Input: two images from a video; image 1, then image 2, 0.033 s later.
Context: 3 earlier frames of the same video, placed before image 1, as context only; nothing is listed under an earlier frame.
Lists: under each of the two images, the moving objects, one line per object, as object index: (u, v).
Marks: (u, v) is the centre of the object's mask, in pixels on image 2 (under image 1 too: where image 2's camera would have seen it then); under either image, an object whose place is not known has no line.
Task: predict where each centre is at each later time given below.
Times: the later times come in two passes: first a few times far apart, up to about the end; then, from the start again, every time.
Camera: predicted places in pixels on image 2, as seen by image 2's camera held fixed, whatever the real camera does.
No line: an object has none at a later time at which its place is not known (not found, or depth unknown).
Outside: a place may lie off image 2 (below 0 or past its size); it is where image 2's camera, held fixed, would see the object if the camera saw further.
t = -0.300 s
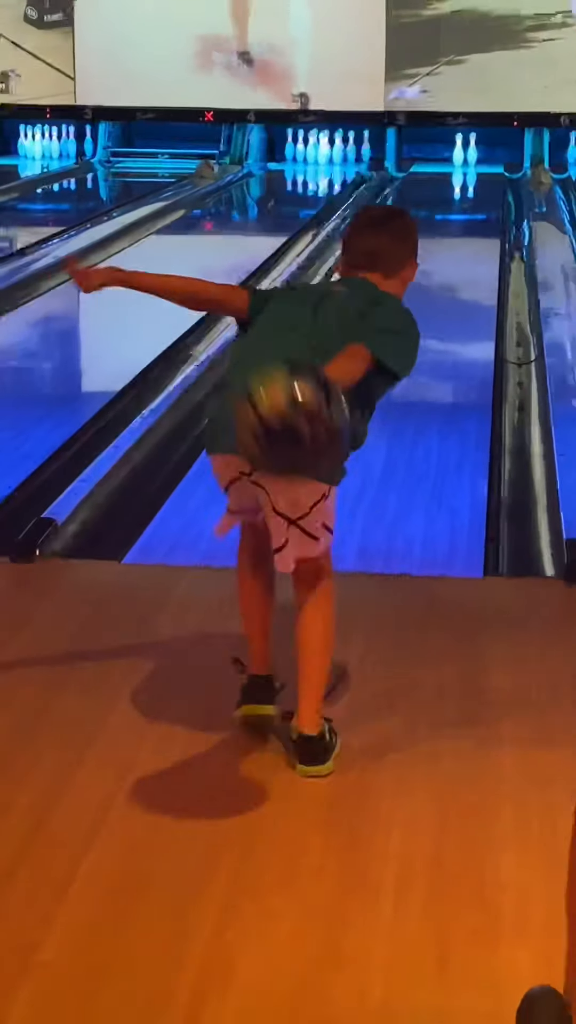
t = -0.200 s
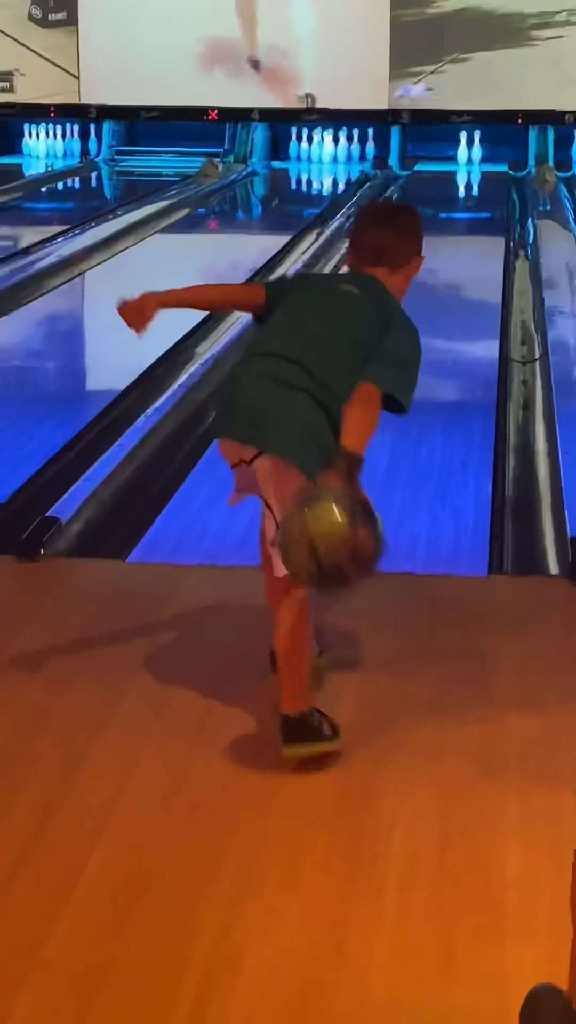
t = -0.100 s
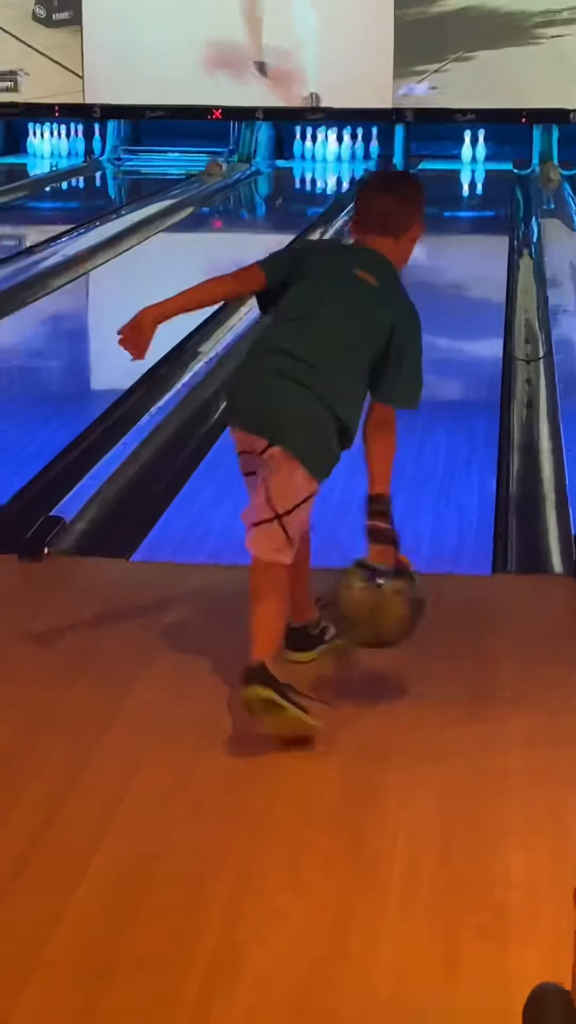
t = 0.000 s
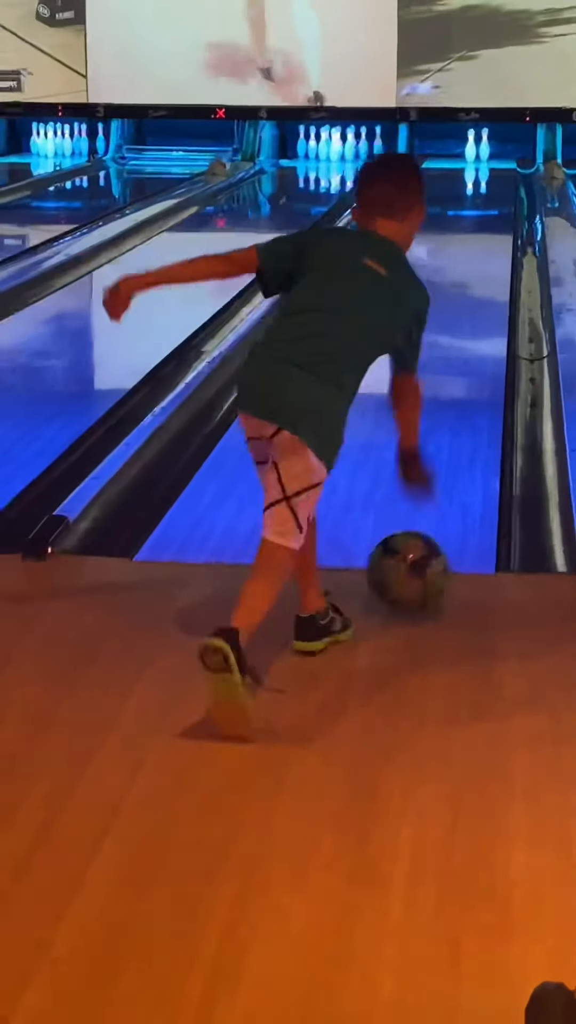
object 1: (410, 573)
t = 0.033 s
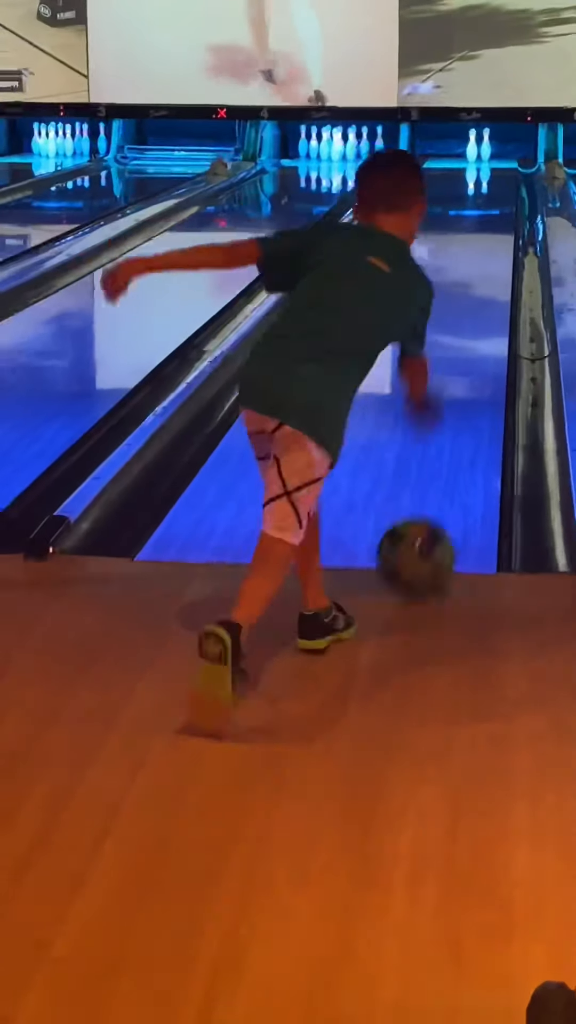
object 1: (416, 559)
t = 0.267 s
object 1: (448, 445)
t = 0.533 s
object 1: (470, 362)
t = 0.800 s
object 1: (483, 310)
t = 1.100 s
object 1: (492, 270)
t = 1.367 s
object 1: (498, 244)
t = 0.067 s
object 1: (421, 536)
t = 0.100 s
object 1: (427, 522)
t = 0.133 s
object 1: (431, 505)
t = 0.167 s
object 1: (436, 488)
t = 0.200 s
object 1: (441, 473)
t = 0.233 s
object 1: (445, 459)
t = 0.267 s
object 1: (448, 445)
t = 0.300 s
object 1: (452, 432)
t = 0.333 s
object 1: (455, 420)
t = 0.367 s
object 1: (458, 409)
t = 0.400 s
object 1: (460, 399)
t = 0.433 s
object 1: (463, 390)
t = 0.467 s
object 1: (465, 380)
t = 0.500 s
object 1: (468, 370)
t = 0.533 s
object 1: (470, 362)
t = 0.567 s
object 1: (472, 354)
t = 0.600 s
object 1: (474, 347)
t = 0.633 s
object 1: (476, 340)
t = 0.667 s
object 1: (477, 334)
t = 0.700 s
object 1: (479, 328)
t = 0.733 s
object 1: (480, 322)
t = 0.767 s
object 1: (482, 315)
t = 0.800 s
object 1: (483, 310)
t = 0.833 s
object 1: (485, 305)
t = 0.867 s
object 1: (486, 300)
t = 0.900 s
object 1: (487, 295)
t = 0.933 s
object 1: (488, 291)
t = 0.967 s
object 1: (489, 286)
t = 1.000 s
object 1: (490, 282)
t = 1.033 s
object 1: (491, 278)
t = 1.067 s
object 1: (492, 274)
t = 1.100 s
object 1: (492, 270)
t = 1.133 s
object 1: (493, 267)
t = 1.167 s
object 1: (494, 262)
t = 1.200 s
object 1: (494, 259)
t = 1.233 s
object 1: (495, 256)
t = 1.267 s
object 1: (496, 253)
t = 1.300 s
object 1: (496, 249)
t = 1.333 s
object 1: (497, 246)
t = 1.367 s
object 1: (498, 244)
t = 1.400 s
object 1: (498, 240)
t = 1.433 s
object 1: (498, 238)
